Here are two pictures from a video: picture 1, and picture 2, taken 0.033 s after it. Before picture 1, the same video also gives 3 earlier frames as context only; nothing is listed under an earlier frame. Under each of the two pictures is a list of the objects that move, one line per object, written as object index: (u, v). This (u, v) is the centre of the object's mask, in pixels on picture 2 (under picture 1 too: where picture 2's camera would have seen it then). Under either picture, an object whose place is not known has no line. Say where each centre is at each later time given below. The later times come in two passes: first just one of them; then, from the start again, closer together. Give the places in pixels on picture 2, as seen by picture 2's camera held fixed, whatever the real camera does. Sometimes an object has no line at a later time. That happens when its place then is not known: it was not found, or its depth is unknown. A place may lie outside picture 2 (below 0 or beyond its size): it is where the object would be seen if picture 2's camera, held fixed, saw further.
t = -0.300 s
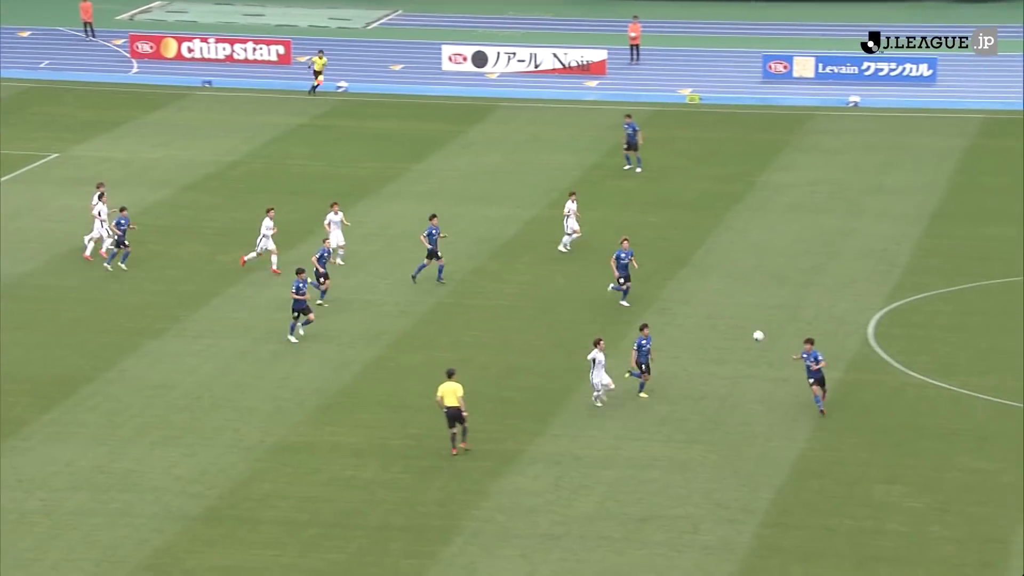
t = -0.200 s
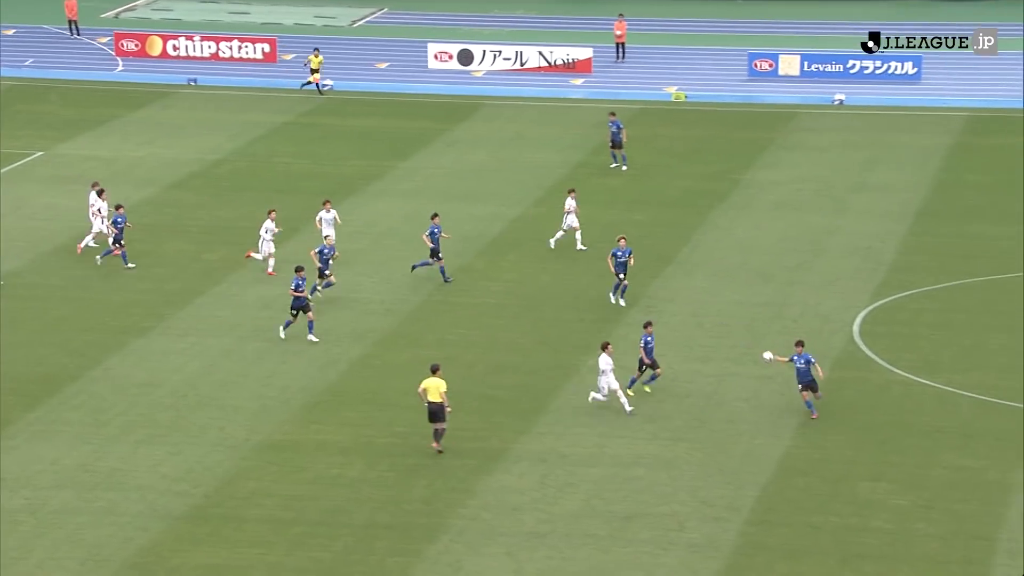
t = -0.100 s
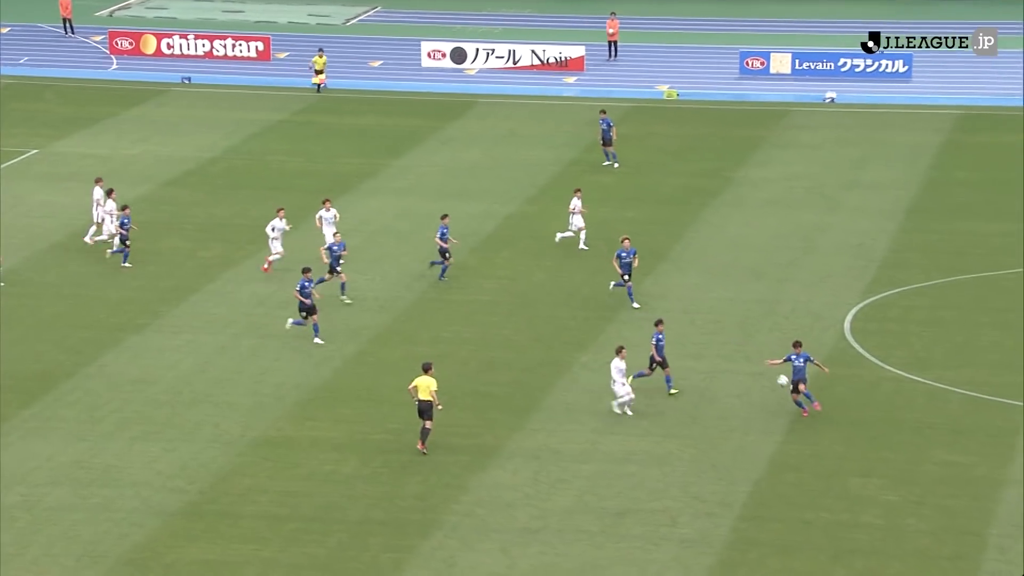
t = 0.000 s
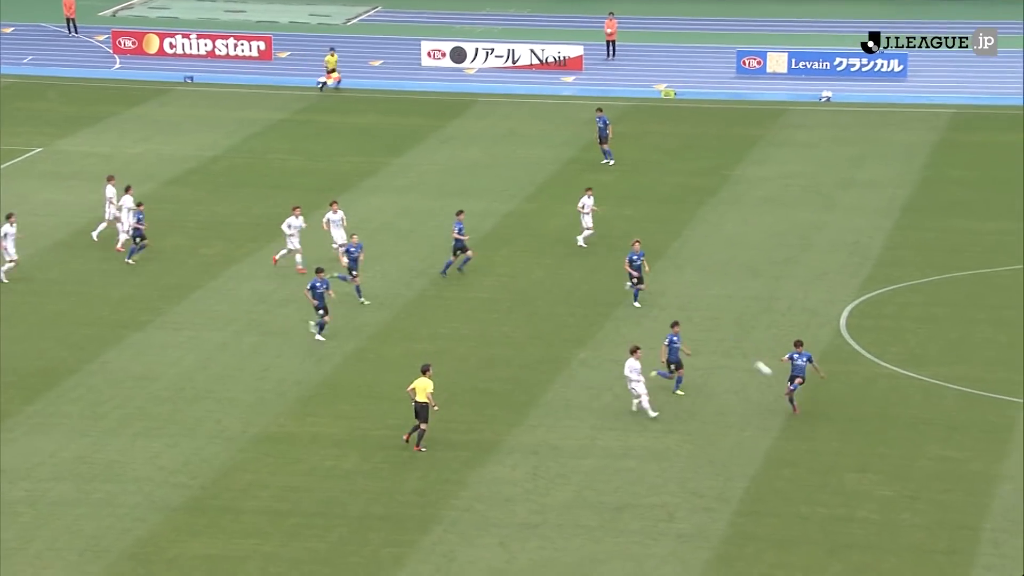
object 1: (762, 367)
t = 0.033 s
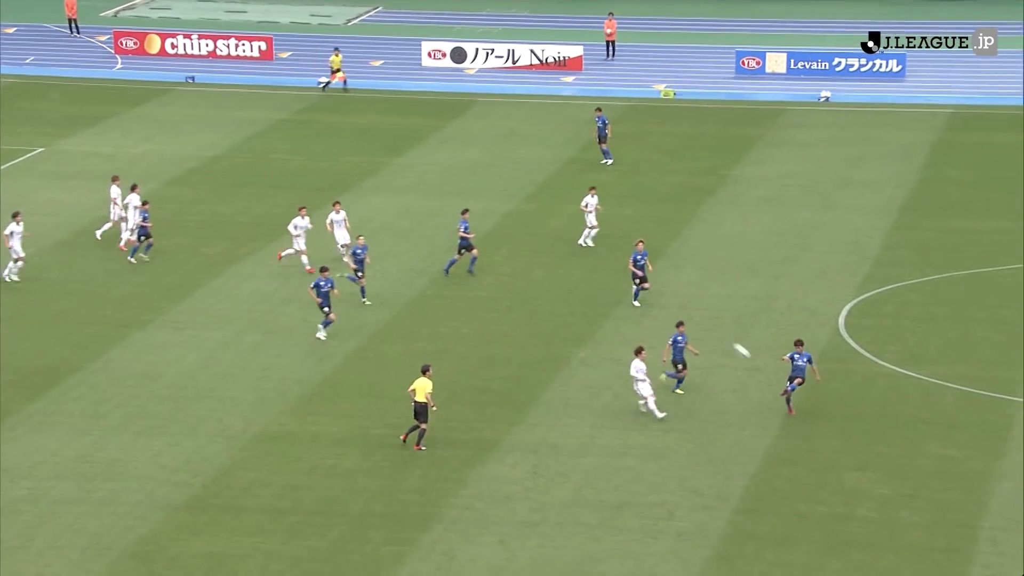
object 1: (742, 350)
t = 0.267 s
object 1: (592, 250)
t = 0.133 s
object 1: (677, 303)
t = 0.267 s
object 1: (592, 250)
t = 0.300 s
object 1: (571, 238)
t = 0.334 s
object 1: (550, 227)
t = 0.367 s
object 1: (530, 217)
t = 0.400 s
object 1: (509, 208)
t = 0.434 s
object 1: (488, 199)
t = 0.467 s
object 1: (468, 191)
